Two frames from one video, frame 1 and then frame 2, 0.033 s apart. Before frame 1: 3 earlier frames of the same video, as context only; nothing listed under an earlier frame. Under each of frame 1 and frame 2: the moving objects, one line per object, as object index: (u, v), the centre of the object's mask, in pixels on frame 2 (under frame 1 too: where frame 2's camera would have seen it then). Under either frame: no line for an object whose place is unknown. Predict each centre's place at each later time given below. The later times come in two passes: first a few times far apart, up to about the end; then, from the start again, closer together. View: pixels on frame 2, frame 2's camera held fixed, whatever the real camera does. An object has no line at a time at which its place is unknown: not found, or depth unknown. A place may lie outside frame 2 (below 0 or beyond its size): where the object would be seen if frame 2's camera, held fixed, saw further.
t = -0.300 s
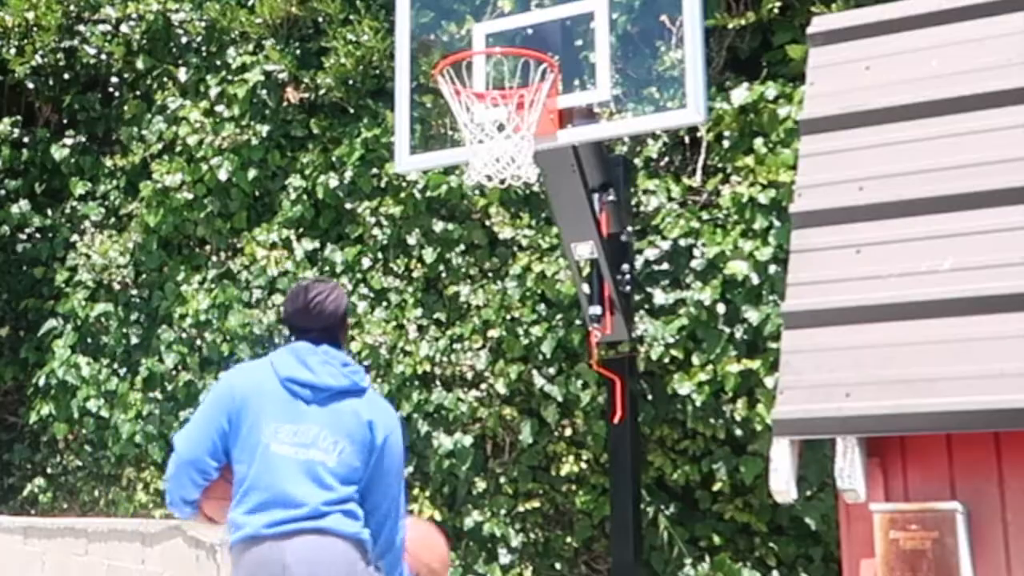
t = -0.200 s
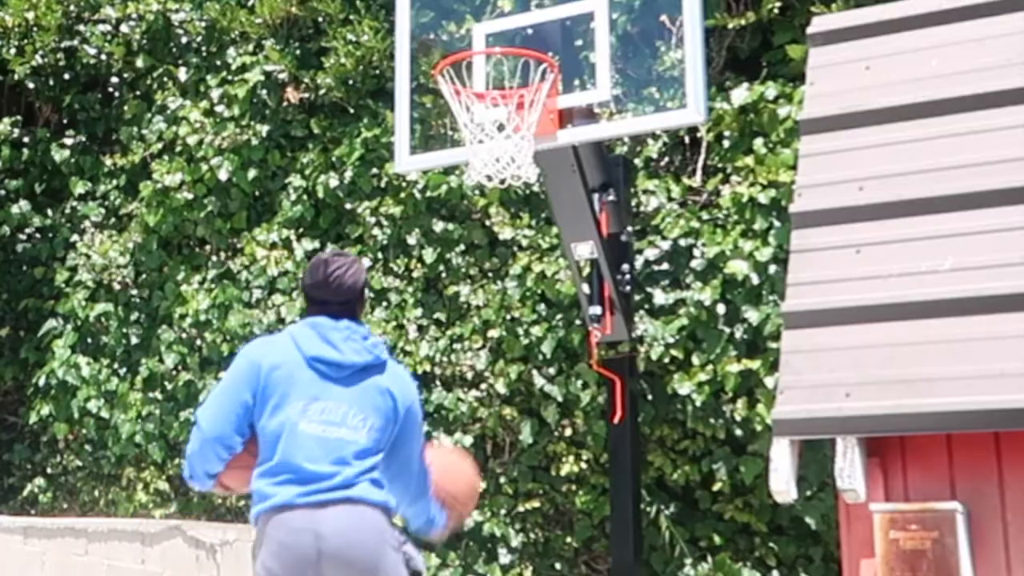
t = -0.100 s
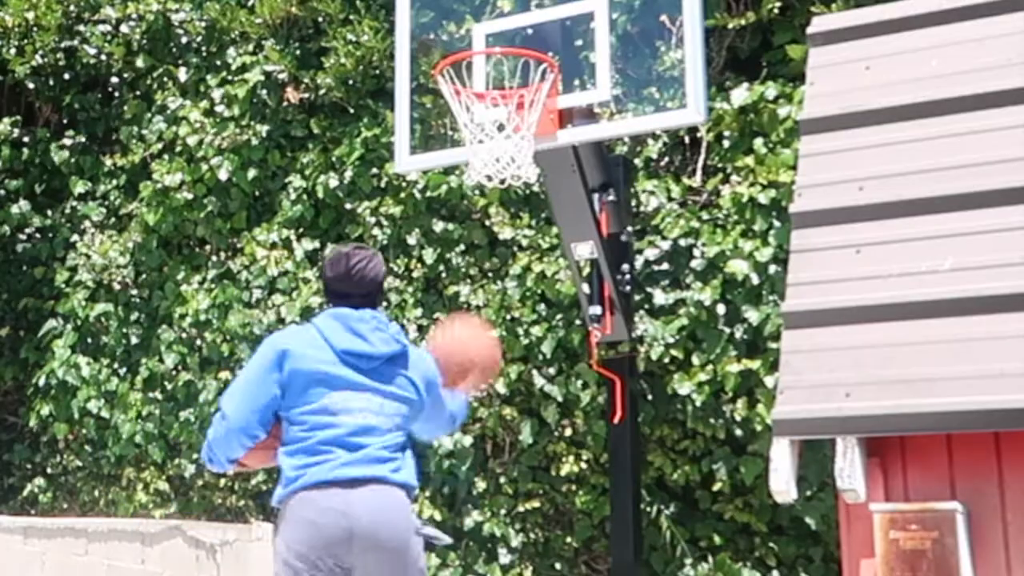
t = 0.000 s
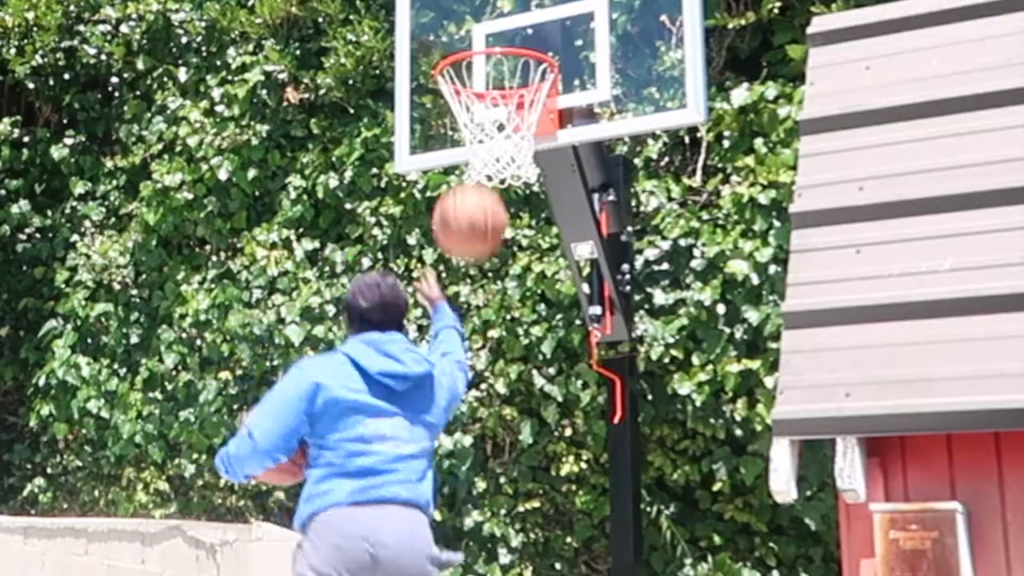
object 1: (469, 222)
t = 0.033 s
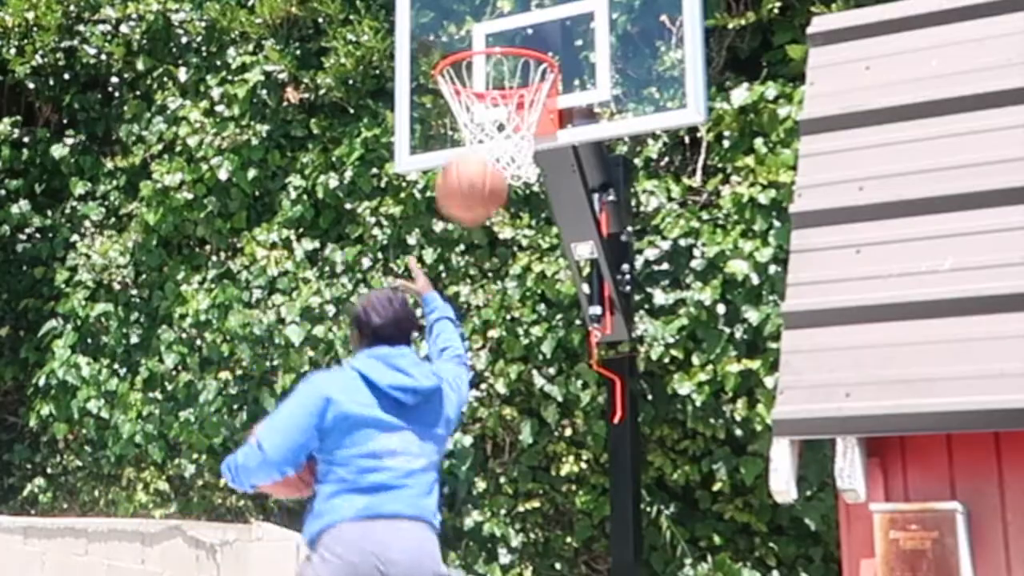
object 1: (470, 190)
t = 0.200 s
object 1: (480, 60)
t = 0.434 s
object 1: (492, 20)
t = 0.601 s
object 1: (499, 21)
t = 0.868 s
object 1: (507, 55)
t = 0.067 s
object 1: (472, 154)
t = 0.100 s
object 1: (474, 124)
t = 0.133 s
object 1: (477, 100)
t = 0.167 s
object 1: (479, 77)
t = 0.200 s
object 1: (480, 60)
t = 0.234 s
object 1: (482, 45)
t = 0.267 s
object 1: (484, 32)
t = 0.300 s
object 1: (485, 25)
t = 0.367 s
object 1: (489, 20)
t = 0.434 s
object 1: (492, 20)
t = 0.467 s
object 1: (494, 22)
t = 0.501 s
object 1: (496, 26)
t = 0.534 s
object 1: (497, 30)
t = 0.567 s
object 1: (498, 25)
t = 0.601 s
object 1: (499, 21)
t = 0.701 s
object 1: (501, 18)
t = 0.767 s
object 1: (504, 23)
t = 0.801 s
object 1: (505, 28)
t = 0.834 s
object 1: (506, 39)
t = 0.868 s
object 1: (507, 55)
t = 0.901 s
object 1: (508, 70)
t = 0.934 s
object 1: (509, 91)
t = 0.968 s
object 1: (511, 115)
